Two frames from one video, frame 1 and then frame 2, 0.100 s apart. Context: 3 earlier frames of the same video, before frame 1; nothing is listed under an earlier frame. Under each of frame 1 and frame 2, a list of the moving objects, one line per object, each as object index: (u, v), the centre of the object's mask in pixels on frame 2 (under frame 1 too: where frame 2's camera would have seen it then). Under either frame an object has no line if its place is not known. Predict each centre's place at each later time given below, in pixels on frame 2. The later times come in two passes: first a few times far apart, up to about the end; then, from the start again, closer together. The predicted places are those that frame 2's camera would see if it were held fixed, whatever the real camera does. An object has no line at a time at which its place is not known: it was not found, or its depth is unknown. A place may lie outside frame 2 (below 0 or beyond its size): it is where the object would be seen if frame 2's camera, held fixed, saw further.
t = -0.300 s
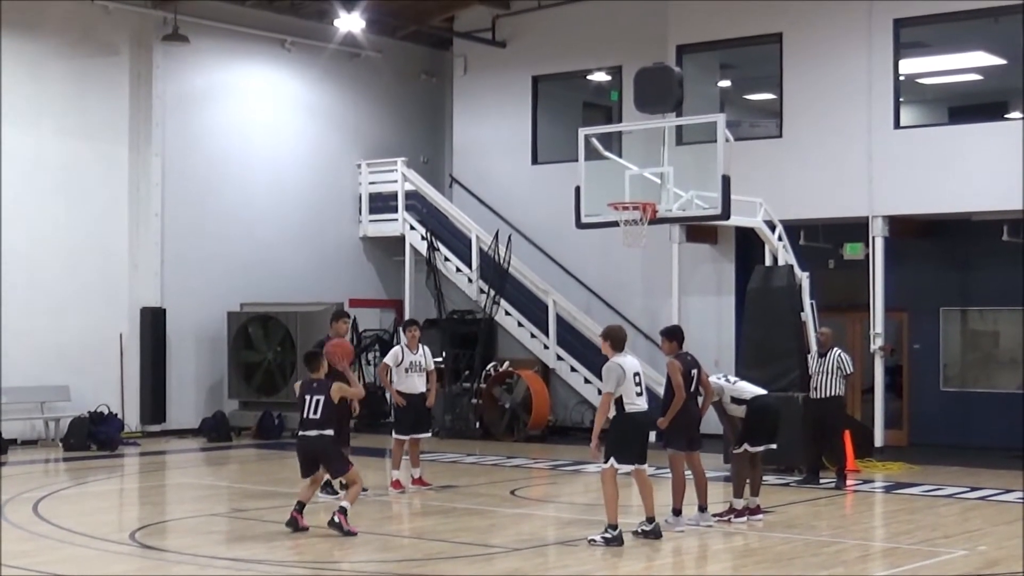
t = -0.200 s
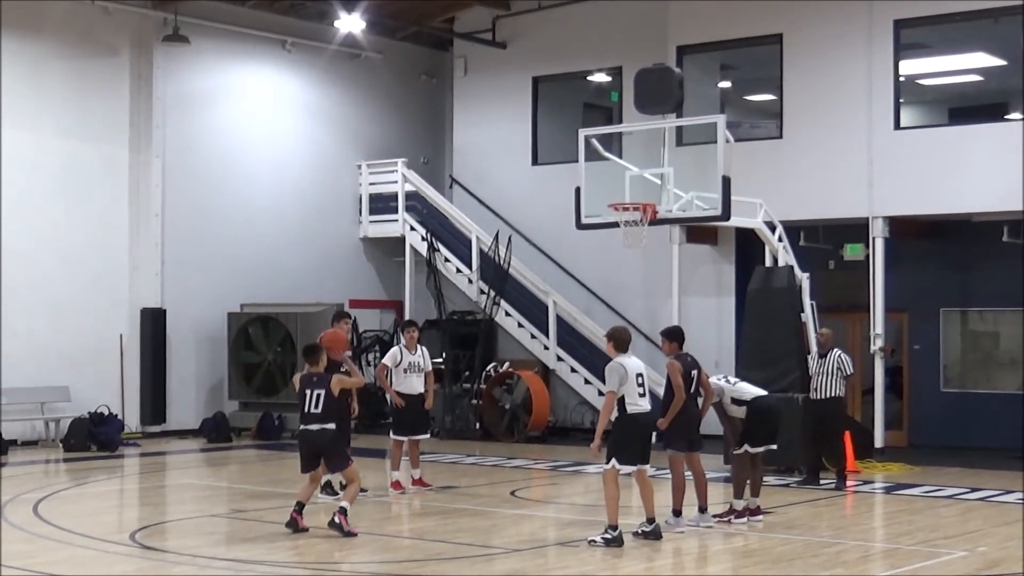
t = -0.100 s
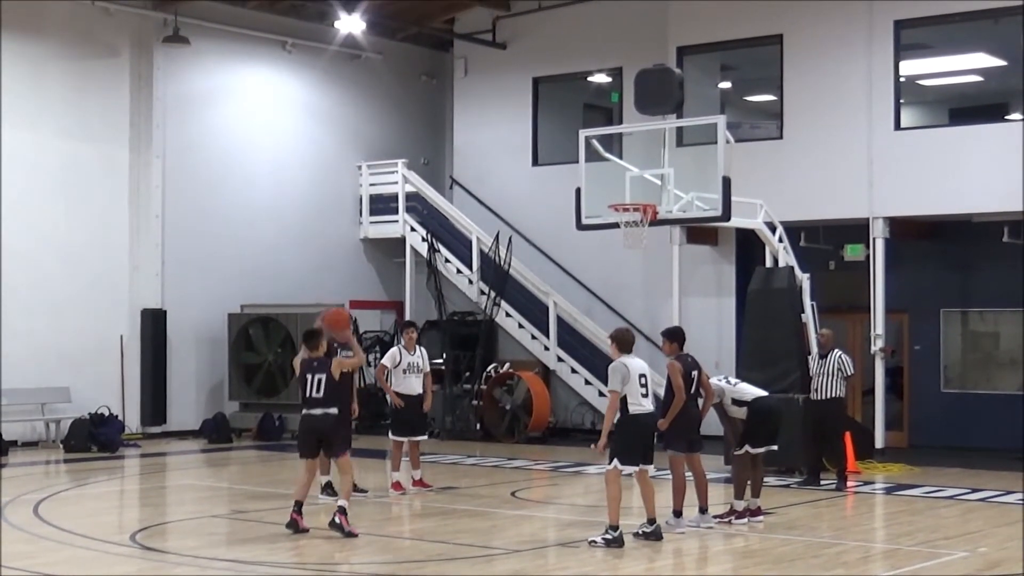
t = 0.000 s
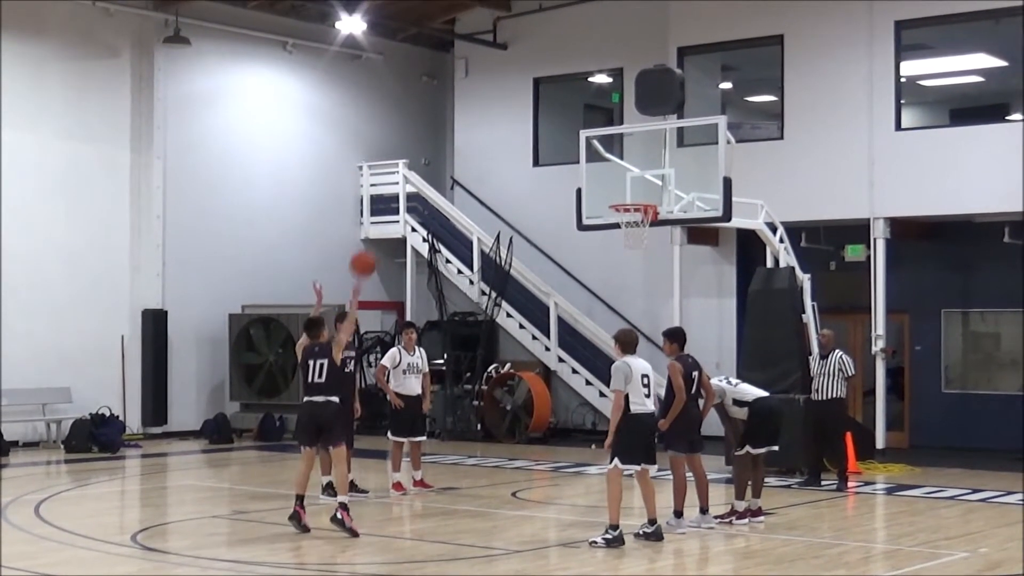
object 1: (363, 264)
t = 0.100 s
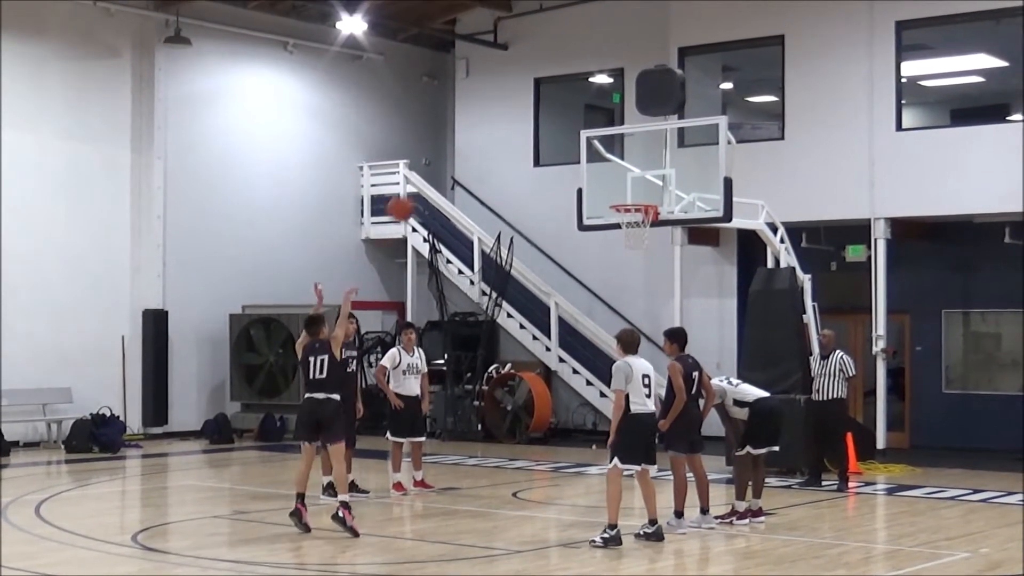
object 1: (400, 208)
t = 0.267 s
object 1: (458, 147)
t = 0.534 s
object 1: (540, 111)
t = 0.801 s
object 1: (613, 145)
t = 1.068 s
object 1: (662, 174)
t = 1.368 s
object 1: (639, 155)
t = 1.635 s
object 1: (617, 209)
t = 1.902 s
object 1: (595, 334)
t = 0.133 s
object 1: (413, 194)
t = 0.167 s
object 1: (424, 179)
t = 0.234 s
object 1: (447, 156)
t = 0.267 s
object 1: (458, 147)
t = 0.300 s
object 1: (469, 138)
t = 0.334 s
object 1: (480, 130)
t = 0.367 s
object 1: (490, 125)
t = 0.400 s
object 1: (500, 120)
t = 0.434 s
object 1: (510, 116)
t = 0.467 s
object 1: (520, 113)
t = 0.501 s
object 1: (531, 112)
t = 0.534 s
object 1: (540, 111)
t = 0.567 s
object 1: (550, 112)
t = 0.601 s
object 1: (559, 113)
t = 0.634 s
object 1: (568, 116)
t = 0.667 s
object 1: (578, 120)
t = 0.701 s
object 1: (586, 125)
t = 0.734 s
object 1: (596, 131)
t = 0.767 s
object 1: (605, 138)
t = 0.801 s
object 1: (613, 145)
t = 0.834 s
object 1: (622, 154)
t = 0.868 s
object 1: (630, 164)
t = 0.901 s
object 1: (639, 175)
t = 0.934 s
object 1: (647, 187)
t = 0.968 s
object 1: (654, 195)
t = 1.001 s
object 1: (658, 187)
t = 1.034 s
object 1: (660, 181)
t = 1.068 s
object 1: (662, 174)
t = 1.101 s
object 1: (659, 168)
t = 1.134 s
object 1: (656, 163)
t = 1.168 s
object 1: (654, 159)
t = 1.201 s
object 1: (651, 156)
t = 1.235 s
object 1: (649, 154)
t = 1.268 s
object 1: (646, 153)
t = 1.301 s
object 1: (644, 153)
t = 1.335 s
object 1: (641, 153)
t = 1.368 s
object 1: (639, 155)
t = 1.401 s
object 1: (637, 158)
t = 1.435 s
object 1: (634, 162)
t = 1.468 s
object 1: (631, 168)
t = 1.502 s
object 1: (628, 174)
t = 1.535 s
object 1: (625, 181)
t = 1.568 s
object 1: (623, 189)
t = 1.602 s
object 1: (620, 199)
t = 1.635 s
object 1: (617, 209)
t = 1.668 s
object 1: (614, 221)
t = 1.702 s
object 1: (611, 234)
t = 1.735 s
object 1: (609, 248)
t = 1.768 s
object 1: (606, 262)
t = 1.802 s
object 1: (603, 278)
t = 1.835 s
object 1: (601, 295)
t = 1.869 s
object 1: (598, 314)
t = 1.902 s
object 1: (595, 334)
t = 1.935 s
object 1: (591, 356)
